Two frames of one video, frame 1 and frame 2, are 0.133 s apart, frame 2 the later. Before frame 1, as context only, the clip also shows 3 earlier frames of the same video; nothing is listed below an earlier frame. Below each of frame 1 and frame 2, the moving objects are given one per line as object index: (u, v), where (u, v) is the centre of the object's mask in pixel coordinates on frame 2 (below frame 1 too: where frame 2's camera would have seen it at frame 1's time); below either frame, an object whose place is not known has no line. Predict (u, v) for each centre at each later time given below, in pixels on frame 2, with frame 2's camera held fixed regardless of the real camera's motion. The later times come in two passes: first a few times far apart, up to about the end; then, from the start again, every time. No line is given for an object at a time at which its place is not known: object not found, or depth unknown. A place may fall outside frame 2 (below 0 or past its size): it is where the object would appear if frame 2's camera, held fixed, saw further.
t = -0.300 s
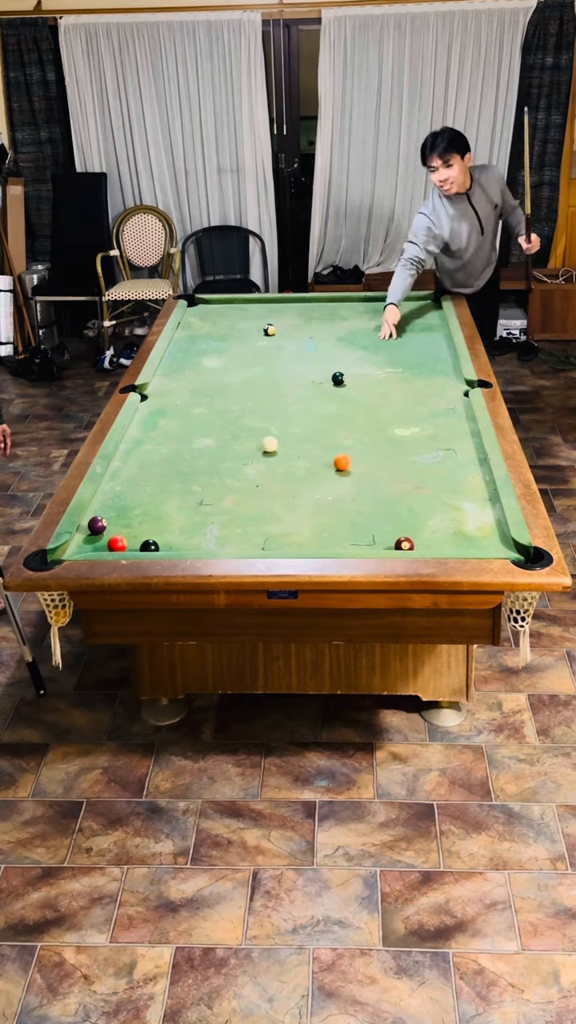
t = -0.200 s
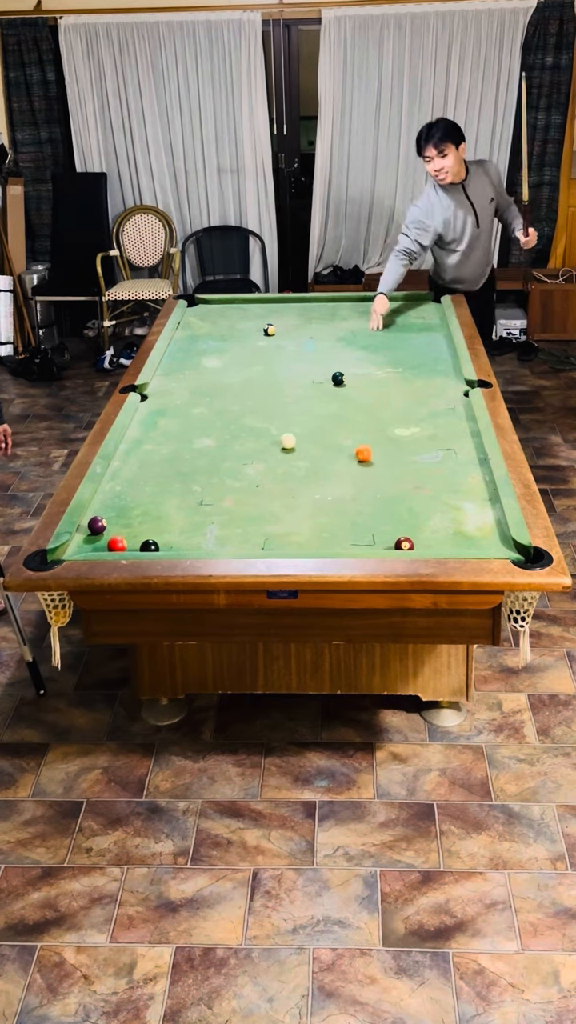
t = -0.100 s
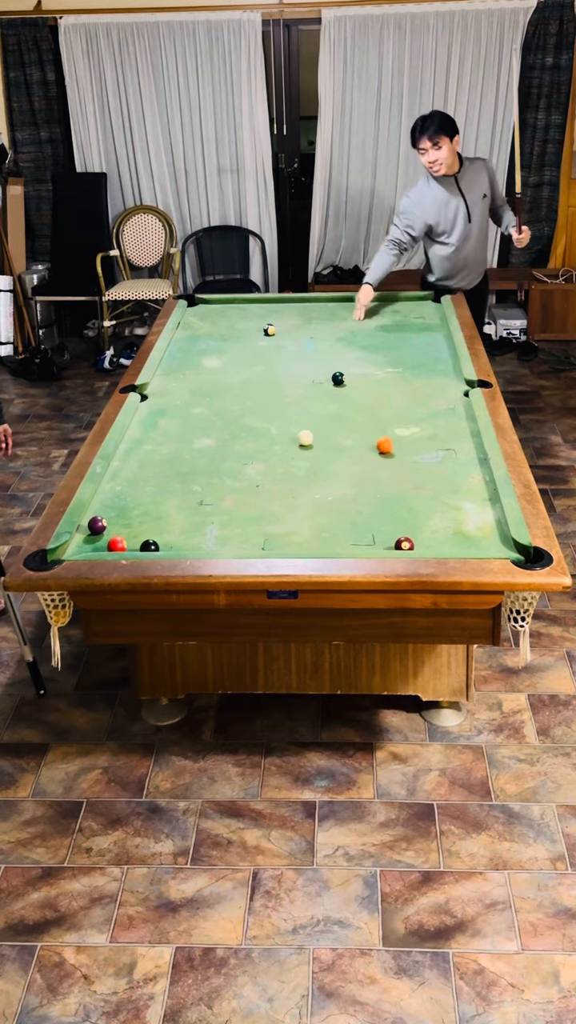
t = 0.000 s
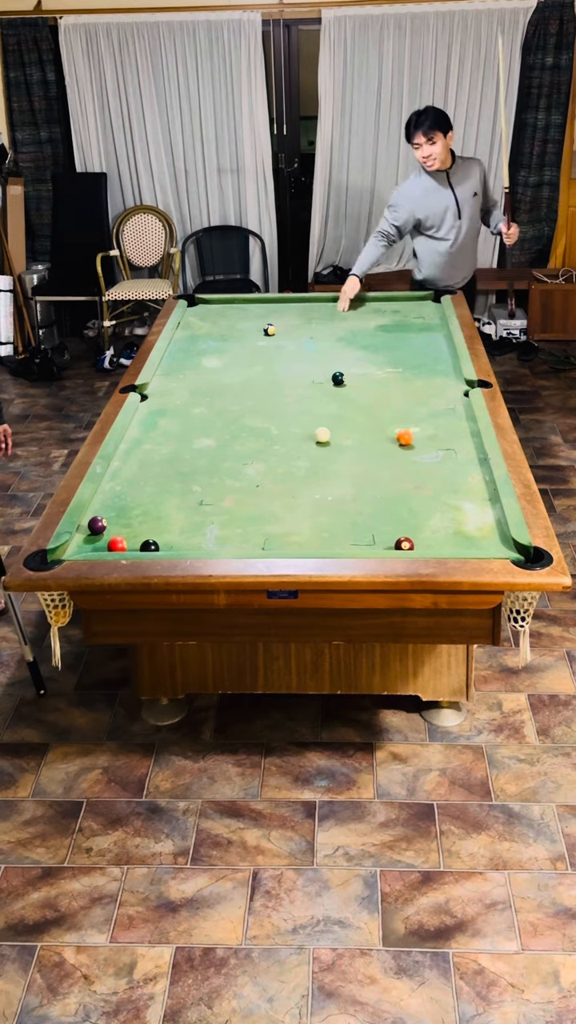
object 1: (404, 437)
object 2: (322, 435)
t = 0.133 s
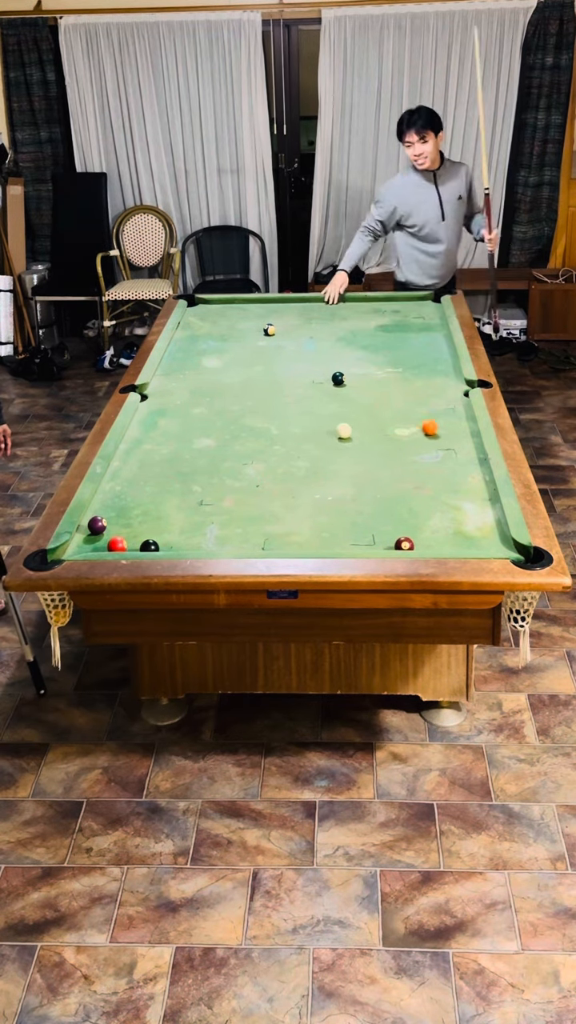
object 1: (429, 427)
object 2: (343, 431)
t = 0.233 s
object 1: (447, 420)
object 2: (359, 428)
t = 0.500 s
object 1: (446, 404)
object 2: (398, 421)
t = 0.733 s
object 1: (419, 391)
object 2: (429, 415)
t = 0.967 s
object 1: (394, 380)
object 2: (458, 409)
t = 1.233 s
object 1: (369, 370)
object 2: (448, 405)
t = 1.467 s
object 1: (349, 361)
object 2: (433, 403)
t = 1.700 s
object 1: (331, 353)
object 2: (418, 401)
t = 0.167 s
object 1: (435, 425)
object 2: (349, 430)
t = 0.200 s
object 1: (441, 422)
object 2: (354, 429)
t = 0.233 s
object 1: (447, 420)
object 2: (359, 428)
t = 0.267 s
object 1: (453, 418)
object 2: (364, 427)
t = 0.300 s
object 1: (459, 415)
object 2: (369, 426)
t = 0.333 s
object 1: (465, 413)
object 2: (374, 425)
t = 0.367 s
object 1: (462, 411)
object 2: (379, 425)
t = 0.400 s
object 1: (458, 409)
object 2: (384, 423)
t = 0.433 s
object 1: (455, 407)
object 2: (388, 423)
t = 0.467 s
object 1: (450, 405)
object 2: (393, 422)
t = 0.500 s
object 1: (446, 404)
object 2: (398, 421)
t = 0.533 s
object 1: (442, 402)
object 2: (403, 420)
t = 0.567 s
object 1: (438, 400)
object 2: (408, 419)
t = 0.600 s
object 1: (434, 398)
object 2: (412, 418)
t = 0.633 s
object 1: (430, 397)
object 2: (417, 417)
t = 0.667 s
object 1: (426, 395)
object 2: (421, 417)
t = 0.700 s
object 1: (422, 393)
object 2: (425, 416)
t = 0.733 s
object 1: (419, 391)
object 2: (429, 415)
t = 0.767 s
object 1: (415, 390)
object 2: (434, 414)
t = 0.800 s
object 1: (412, 388)
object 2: (438, 413)
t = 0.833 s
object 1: (408, 387)
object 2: (442, 413)
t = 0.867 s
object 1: (404, 385)
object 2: (446, 412)
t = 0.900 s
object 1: (401, 383)
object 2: (450, 411)
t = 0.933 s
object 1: (397, 382)
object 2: (454, 410)
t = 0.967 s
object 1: (394, 380)
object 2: (458, 409)
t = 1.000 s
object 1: (391, 379)
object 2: (462, 409)
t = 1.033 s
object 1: (387, 378)
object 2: (463, 408)
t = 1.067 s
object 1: (384, 377)
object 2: (461, 408)
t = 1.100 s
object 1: (381, 376)
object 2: (458, 407)
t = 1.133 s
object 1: (378, 373)
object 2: (456, 407)
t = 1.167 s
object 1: (375, 372)
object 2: (453, 406)
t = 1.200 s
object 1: (372, 370)
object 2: (450, 406)
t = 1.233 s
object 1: (369, 370)
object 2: (448, 405)
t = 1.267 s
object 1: (365, 369)
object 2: (446, 405)
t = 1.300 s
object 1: (363, 368)
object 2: (443, 405)
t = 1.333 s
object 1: (360, 366)
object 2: (441, 404)
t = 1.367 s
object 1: (357, 365)
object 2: (439, 404)
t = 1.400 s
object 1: (354, 363)
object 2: (437, 404)
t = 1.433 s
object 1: (352, 362)
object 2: (435, 403)
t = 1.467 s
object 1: (349, 361)
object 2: (433, 403)
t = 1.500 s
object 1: (346, 360)
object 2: (431, 403)
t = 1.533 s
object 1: (343, 359)
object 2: (428, 402)
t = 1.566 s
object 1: (341, 358)
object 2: (427, 402)
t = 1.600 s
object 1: (339, 357)
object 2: (424, 402)
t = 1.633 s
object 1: (336, 355)
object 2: (422, 401)
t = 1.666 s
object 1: (334, 354)
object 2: (420, 401)
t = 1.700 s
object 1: (331, 353)
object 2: (418, 401)
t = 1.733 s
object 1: (329, 352)
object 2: (417, 400)
